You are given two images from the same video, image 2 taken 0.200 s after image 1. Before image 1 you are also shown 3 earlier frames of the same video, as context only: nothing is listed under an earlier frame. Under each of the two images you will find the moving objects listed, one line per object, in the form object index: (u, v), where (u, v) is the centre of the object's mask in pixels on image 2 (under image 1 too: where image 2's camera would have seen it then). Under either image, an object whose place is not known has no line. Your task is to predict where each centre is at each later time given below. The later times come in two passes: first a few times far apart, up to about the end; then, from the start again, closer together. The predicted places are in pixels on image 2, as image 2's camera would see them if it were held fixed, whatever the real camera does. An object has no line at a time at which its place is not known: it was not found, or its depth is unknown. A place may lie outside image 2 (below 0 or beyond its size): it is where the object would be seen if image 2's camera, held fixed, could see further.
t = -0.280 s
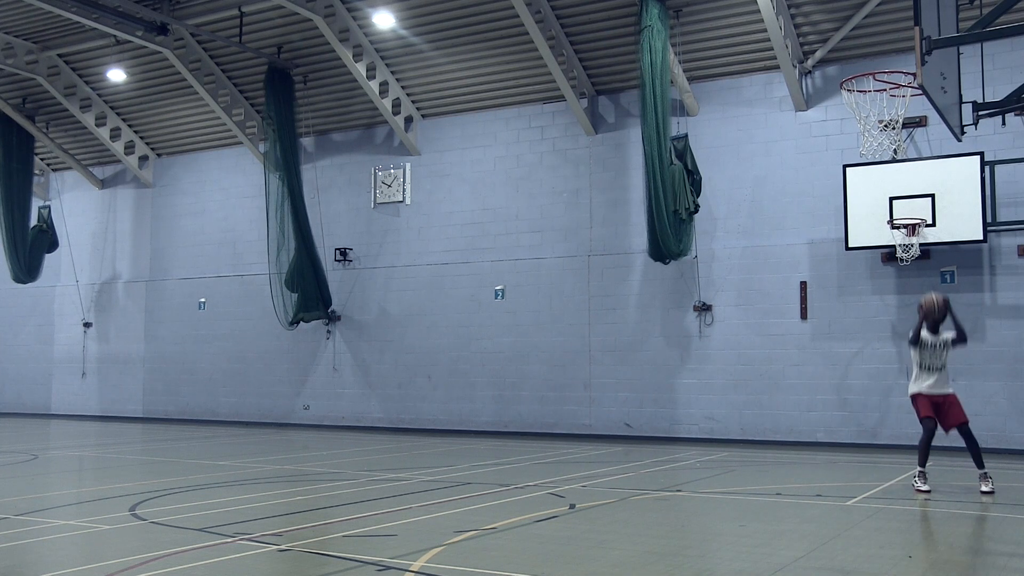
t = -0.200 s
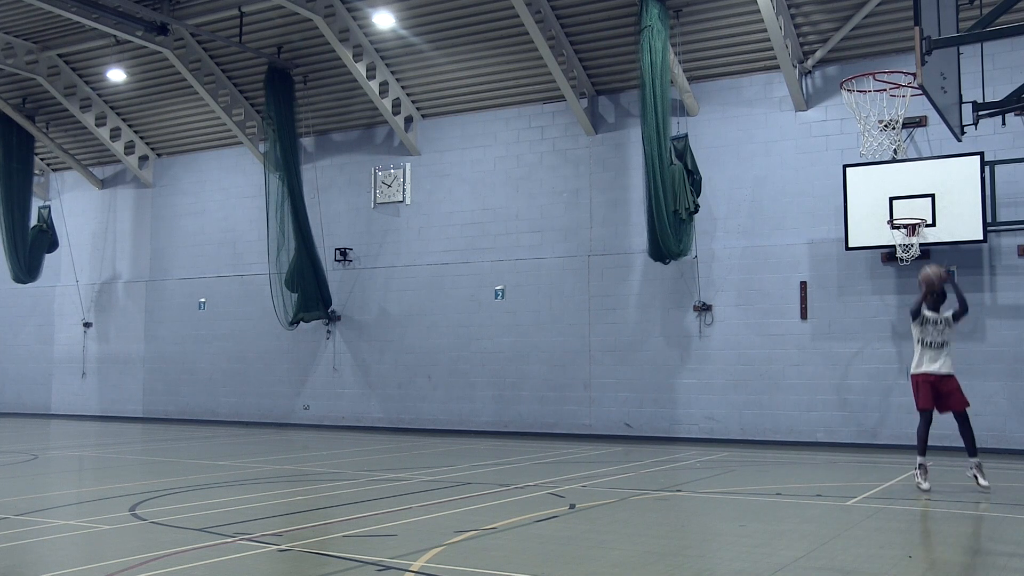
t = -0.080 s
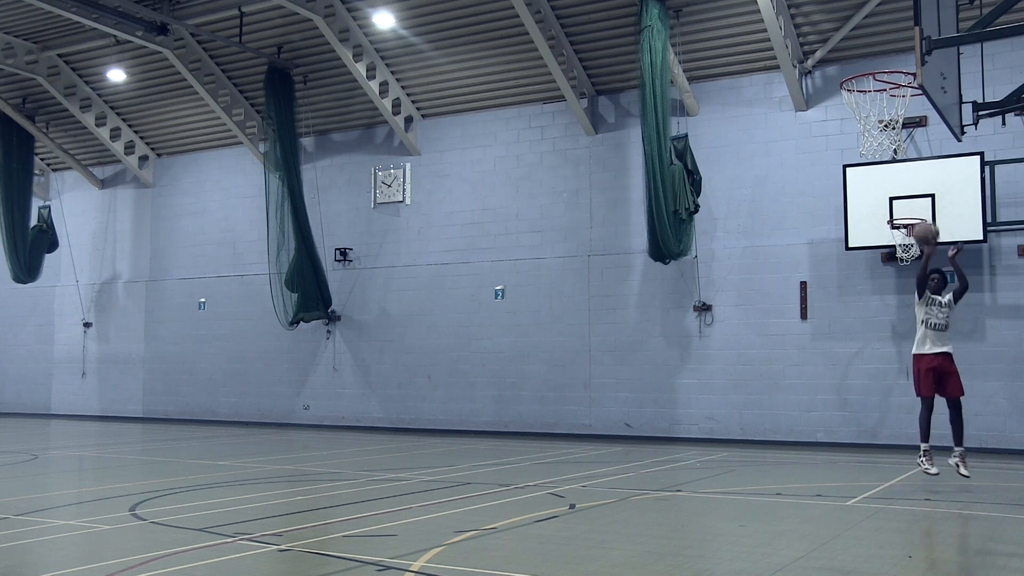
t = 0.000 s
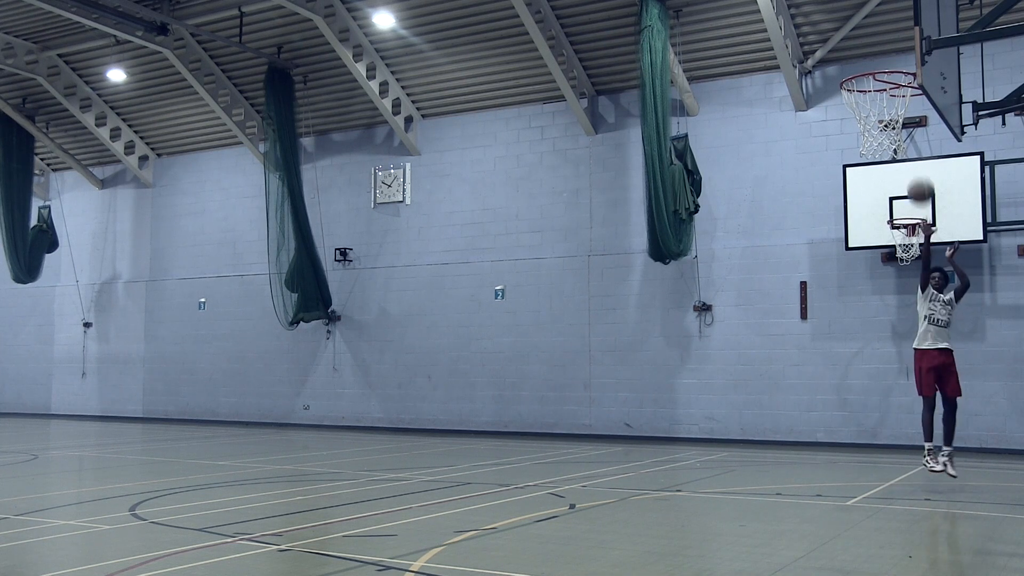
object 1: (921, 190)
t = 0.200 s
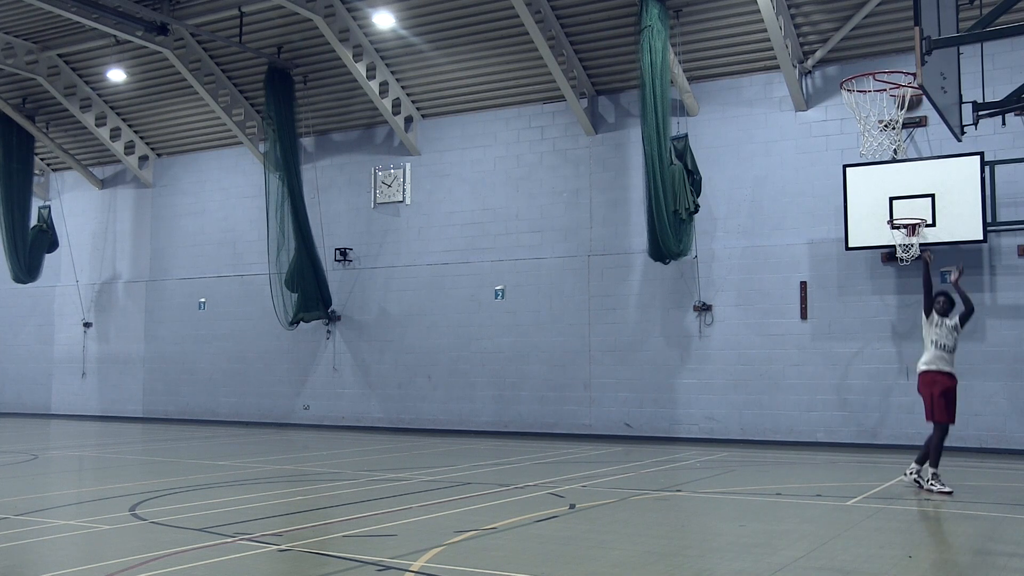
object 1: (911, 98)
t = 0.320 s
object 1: (900, 58)
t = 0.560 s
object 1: (884, 24)
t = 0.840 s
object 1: (866, 74)
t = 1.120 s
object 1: (879, 129)
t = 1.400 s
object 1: (911, 264)
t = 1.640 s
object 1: (938, 487)
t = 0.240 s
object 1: (896, 81)
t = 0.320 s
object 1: (900, 58)
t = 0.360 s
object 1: (897, 49)
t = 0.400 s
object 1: (895, 41)
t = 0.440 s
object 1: (892, 34)
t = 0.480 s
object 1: (890, 29)
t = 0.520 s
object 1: (887, 26)
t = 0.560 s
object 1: (884, 24)
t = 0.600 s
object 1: (882, 25)
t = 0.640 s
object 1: (879, 27)
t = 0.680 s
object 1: (877, 32)
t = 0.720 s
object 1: (874, 38)
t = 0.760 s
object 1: (871, 47)
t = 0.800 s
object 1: (869, 57)
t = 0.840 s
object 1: (866, 74)
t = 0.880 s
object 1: (863, 93)
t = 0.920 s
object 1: (862, 107)
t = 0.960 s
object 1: (864, 108)
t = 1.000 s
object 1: (868, 110)
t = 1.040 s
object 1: (871, 114)
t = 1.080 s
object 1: (876, 120)
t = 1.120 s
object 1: (879, 129)
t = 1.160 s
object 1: (883, 140)
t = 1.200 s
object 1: (888, 154)
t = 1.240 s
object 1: (892, 170)
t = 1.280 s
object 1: (896, 188)
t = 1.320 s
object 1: (900, 211)
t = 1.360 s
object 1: (905, 236)
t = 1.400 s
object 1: (911, 264)
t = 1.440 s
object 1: (914, 291)
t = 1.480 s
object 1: (920, 324)
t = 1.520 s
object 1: (923, 361)
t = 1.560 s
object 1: (928, 401)
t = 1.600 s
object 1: (934, 443)
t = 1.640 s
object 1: (938, 487)
